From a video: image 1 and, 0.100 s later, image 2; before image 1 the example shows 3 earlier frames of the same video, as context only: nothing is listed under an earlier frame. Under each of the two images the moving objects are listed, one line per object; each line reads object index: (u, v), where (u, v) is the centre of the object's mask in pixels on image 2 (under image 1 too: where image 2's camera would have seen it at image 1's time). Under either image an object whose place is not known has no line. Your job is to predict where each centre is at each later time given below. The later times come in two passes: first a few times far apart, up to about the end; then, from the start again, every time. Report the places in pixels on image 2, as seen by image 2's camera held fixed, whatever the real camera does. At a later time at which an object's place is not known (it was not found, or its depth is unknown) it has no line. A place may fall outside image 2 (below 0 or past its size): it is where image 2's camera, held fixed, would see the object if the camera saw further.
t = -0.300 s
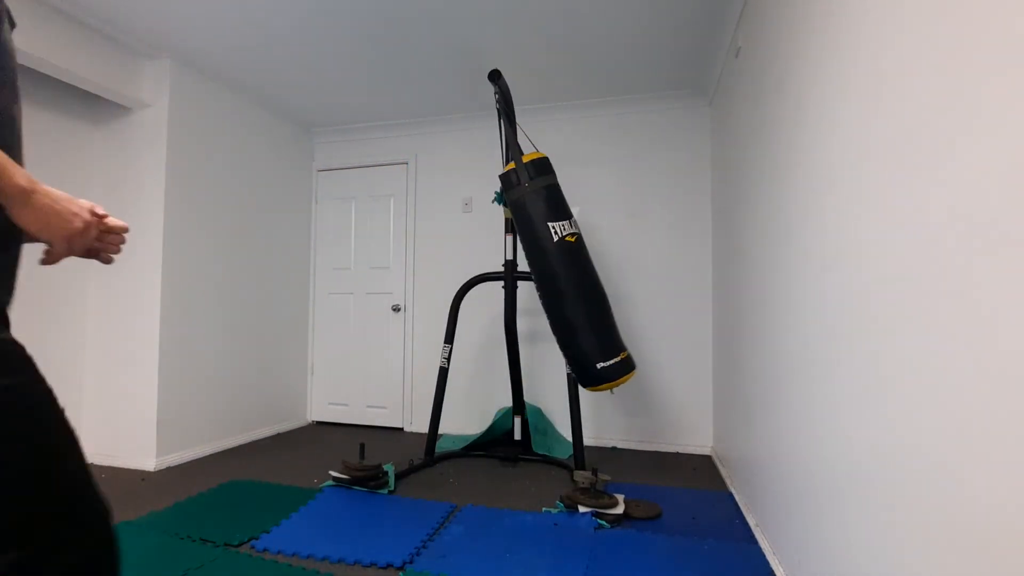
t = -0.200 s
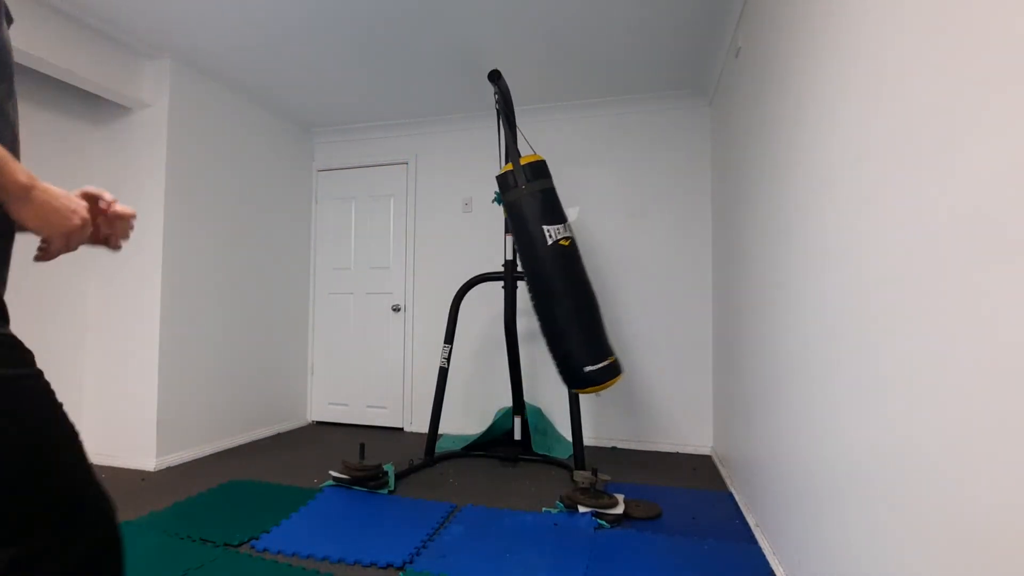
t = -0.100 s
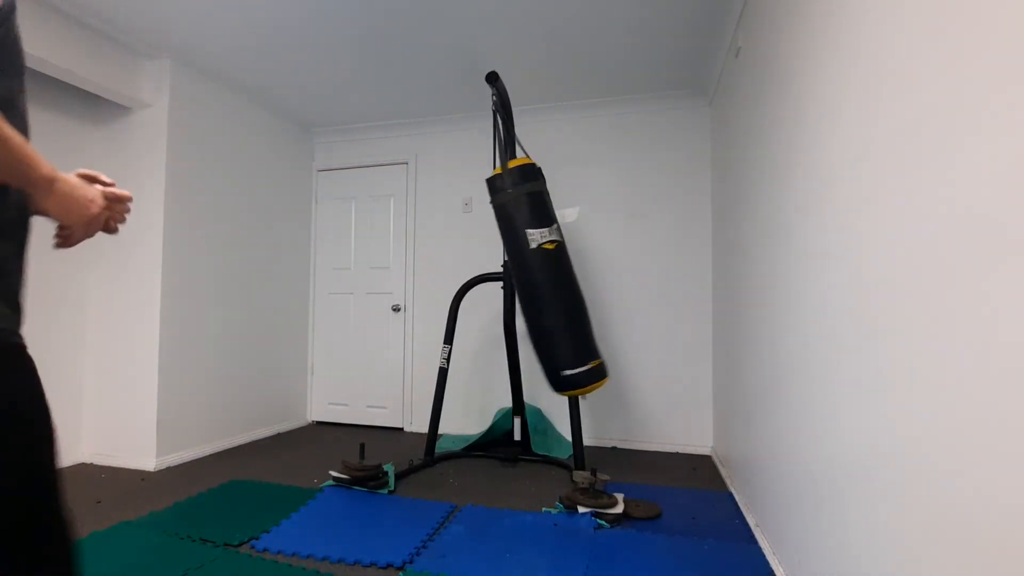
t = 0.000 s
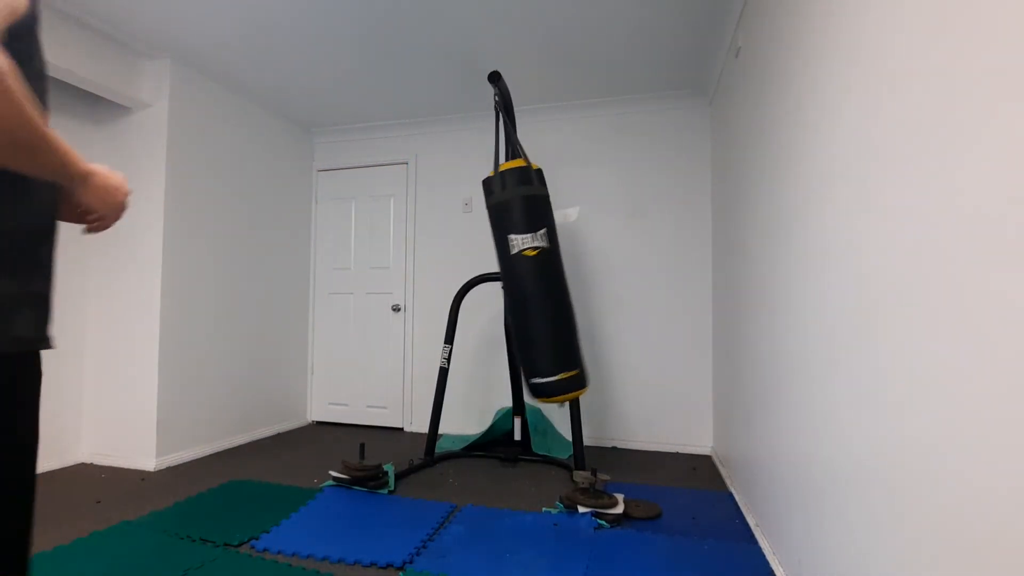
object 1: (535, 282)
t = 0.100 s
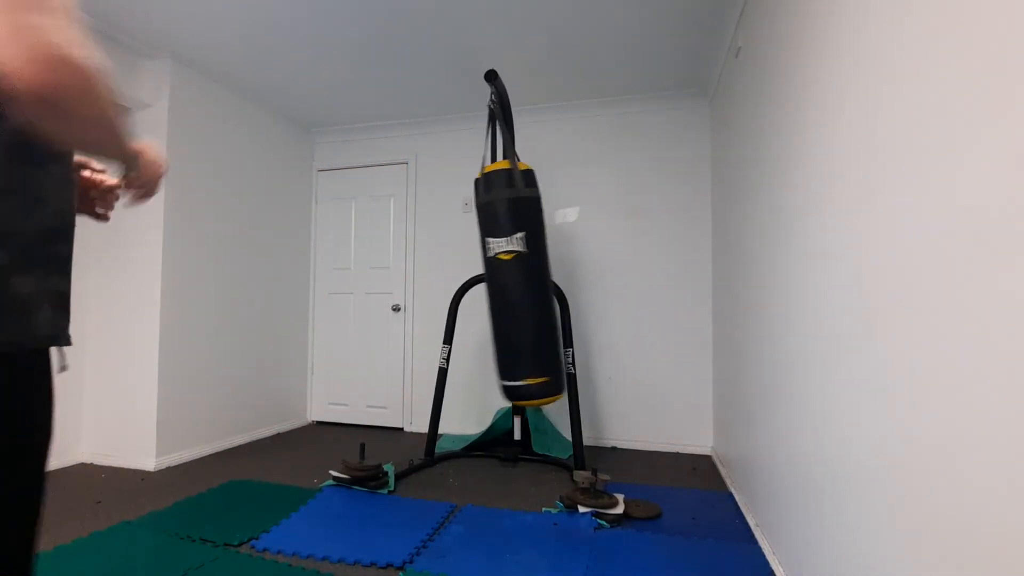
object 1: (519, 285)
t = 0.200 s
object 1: (502, 289)
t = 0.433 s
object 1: (459, 284)
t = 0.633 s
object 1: (433, 279)
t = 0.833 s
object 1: (424, 277)
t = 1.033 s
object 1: (434, 281)
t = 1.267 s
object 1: (469, 290)
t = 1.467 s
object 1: (506, 288)
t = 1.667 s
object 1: (537, 282)
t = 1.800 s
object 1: (550, 281)
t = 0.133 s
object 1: (513, 286)
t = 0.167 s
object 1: (508, 288)
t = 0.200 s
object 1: (502, 289)
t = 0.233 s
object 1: (496, 289)
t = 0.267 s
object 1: (490, 290)
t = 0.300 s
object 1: (483, 288)
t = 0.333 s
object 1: (477, 288)
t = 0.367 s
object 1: (471, 287)
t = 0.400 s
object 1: (465, 285)
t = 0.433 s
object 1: (459, 284)
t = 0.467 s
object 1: (454, 283)
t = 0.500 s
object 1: (449, 282)
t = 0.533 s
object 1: (444, 281)
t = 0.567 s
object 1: (440, 280)
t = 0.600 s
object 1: (436, 279)
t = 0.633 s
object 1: (433, 279)
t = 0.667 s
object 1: (430, 278)
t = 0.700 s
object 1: (427, 277)
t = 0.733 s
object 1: (426, 277)
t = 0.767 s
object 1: (424, 277)
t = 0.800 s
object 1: (424, 277)
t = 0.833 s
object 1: (424, 277)
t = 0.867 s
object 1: (424, 277)
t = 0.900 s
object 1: (425, 278)
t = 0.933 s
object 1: (427, 278)
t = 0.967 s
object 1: (429, 279)
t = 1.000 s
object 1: (431, 280)
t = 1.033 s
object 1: (434, 281)
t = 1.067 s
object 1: (438, 283)
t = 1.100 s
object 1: (442, 284)
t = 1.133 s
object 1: (447, 285)
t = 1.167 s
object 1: (452, 286)
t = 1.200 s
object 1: (457, 288)
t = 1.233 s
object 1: (463, 290)
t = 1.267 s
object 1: (469, 290)
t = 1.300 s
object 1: (476, 289)
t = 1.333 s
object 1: (482, 290)
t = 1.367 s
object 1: (488, 290)
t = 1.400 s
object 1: (494, 289)
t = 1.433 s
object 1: (501, 288)
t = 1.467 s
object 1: (506, 288)
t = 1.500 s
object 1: (512, 287)
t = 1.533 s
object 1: (518, 286)
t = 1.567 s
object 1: (523, 285)
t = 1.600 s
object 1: (528, 283)
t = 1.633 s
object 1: (533, 283)
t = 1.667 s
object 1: (537, 282)
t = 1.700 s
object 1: (540, 281)
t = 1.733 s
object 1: (544, 281)
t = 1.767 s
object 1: (547, 280)
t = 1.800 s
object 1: (550, 281)
